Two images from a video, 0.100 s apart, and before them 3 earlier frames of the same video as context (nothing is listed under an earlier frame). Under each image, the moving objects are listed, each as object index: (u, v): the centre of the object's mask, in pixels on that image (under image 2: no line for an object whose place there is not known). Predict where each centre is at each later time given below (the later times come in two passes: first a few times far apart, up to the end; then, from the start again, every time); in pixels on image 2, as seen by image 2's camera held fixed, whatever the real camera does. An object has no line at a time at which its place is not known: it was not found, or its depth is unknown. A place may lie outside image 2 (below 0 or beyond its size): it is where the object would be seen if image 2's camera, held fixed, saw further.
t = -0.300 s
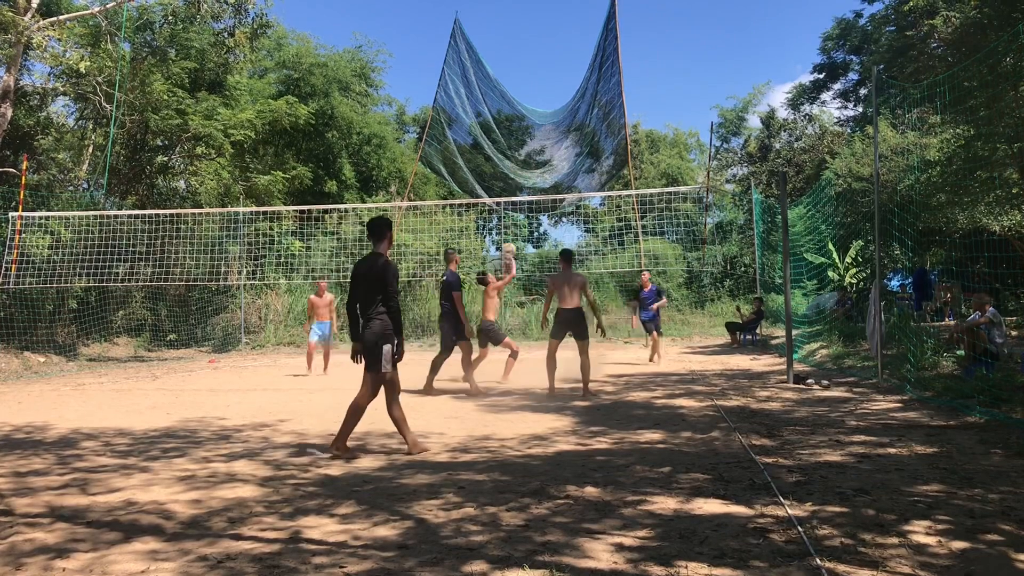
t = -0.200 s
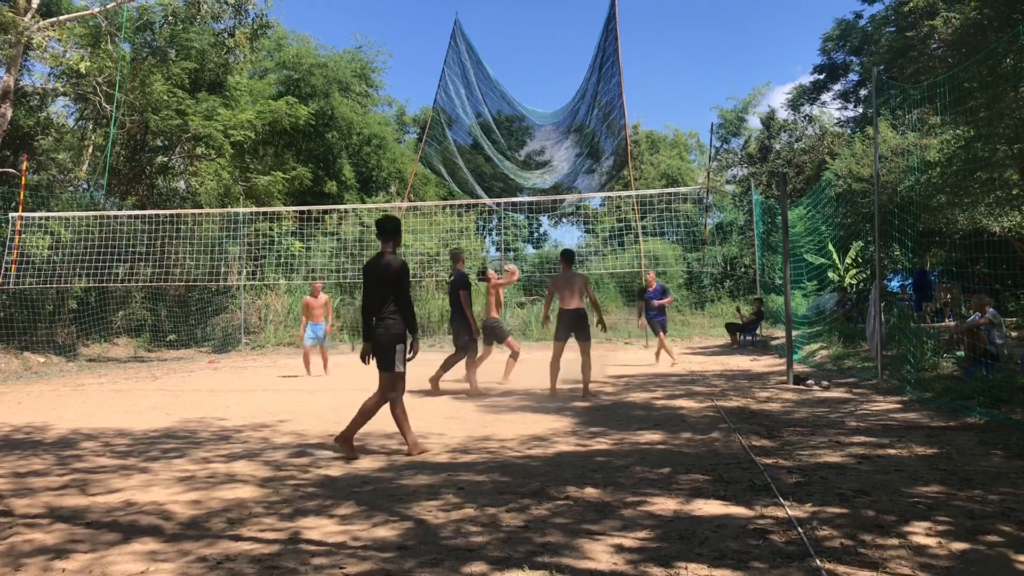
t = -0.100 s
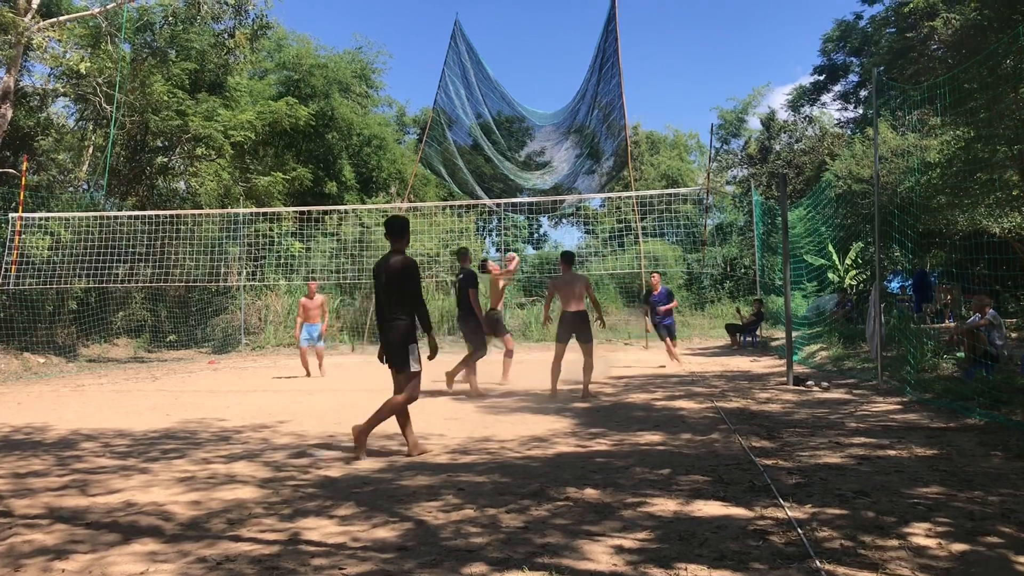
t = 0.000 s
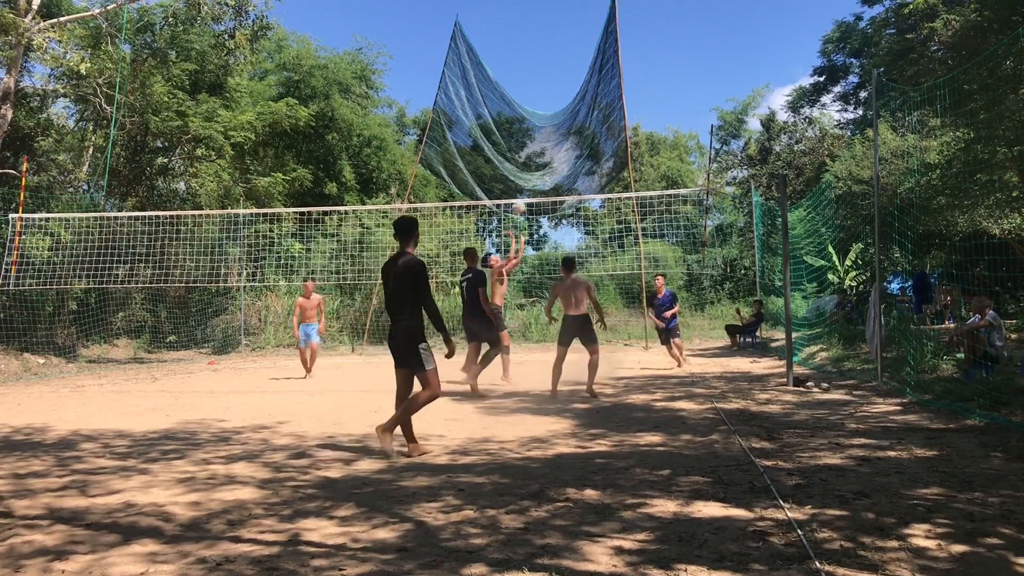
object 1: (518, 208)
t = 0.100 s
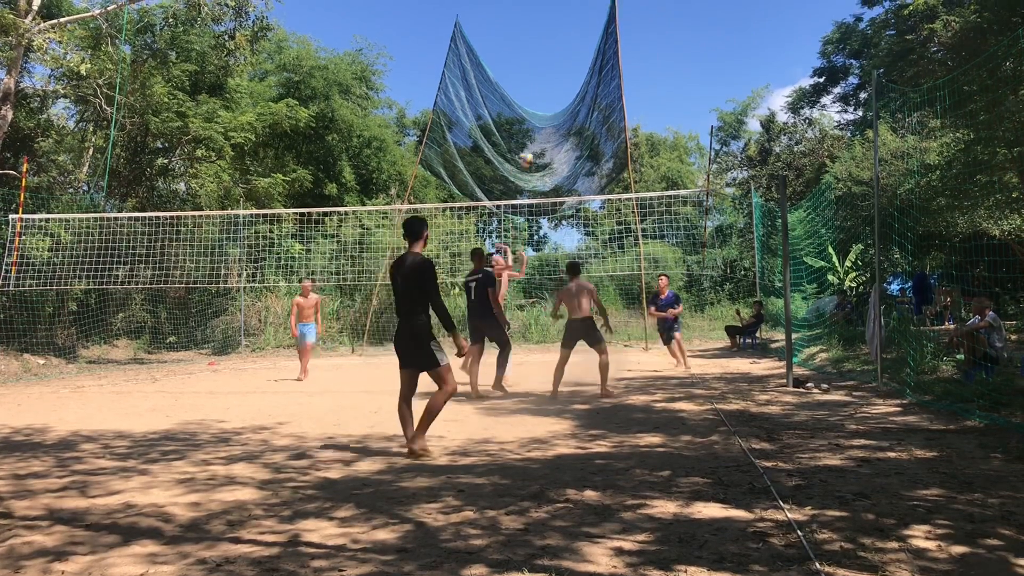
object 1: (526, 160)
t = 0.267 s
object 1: (541, 91)
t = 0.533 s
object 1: (564, 22)
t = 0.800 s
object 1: (588, 4)
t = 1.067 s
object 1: (613, 36)
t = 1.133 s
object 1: (618, 53)
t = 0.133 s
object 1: (529, 144)
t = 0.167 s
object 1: (532, 130)
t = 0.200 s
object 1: (535, 116)
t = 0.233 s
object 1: (538, 103)
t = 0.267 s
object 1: (541, 91)
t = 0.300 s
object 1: (543, 80)
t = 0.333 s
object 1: (546, 69)
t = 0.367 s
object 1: (549, 59)
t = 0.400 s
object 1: (552, 50)
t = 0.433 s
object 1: (555, 42)
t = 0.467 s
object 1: (558, 35)
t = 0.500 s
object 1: (561, 28)
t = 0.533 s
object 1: (564, 22)
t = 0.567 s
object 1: (566, 17)
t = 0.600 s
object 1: (569, 13)
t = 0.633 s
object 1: (573, 9)
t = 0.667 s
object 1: (576, 7)
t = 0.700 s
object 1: (579, 5)
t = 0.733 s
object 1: (581, 4)
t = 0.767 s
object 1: (585, 4)
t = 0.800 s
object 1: (588, 4)
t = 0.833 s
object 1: (591, 5)
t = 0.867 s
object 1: (593, 7)
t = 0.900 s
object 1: (597, 10)
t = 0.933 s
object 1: (600, 13)
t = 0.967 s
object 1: (603, 18)
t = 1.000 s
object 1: (606, 23)
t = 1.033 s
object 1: (609, 29)
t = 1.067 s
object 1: (613, 36)
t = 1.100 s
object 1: (615, 44)
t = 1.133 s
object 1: (618, 53)
